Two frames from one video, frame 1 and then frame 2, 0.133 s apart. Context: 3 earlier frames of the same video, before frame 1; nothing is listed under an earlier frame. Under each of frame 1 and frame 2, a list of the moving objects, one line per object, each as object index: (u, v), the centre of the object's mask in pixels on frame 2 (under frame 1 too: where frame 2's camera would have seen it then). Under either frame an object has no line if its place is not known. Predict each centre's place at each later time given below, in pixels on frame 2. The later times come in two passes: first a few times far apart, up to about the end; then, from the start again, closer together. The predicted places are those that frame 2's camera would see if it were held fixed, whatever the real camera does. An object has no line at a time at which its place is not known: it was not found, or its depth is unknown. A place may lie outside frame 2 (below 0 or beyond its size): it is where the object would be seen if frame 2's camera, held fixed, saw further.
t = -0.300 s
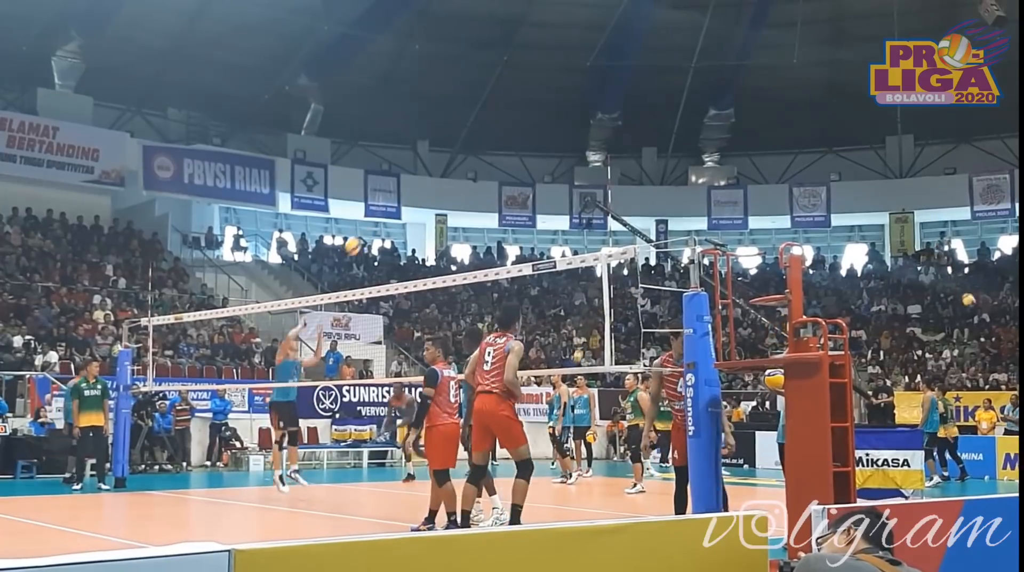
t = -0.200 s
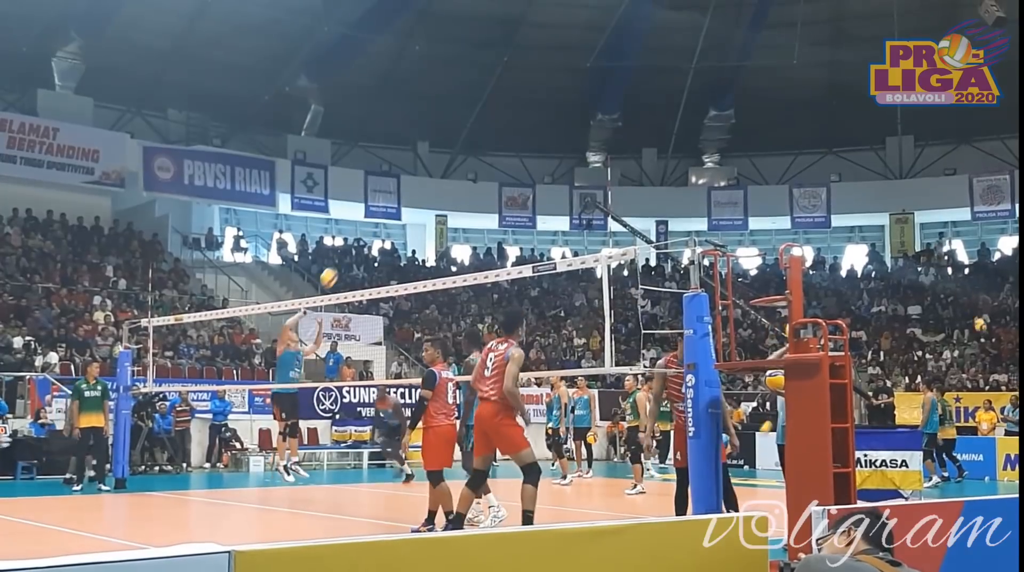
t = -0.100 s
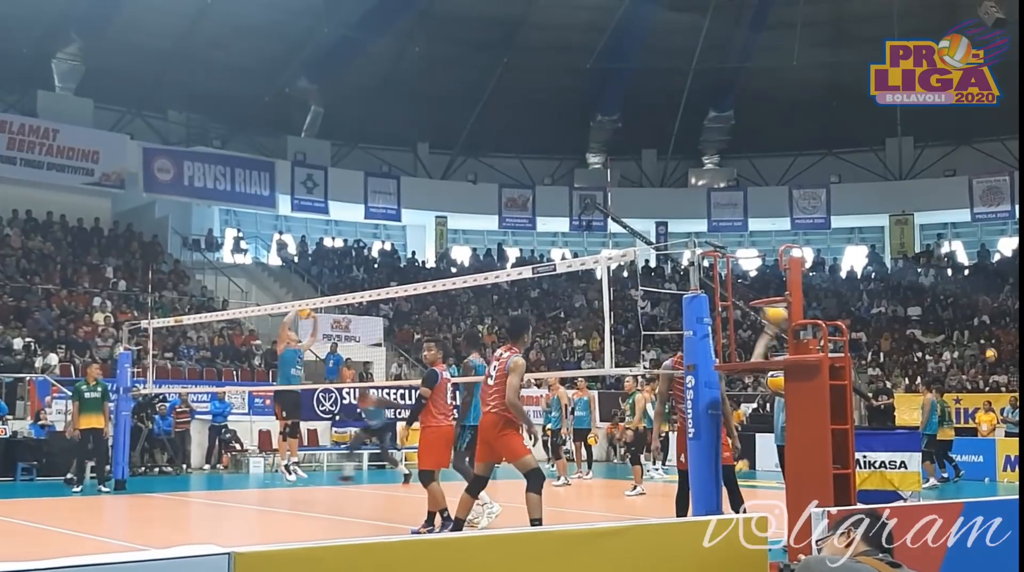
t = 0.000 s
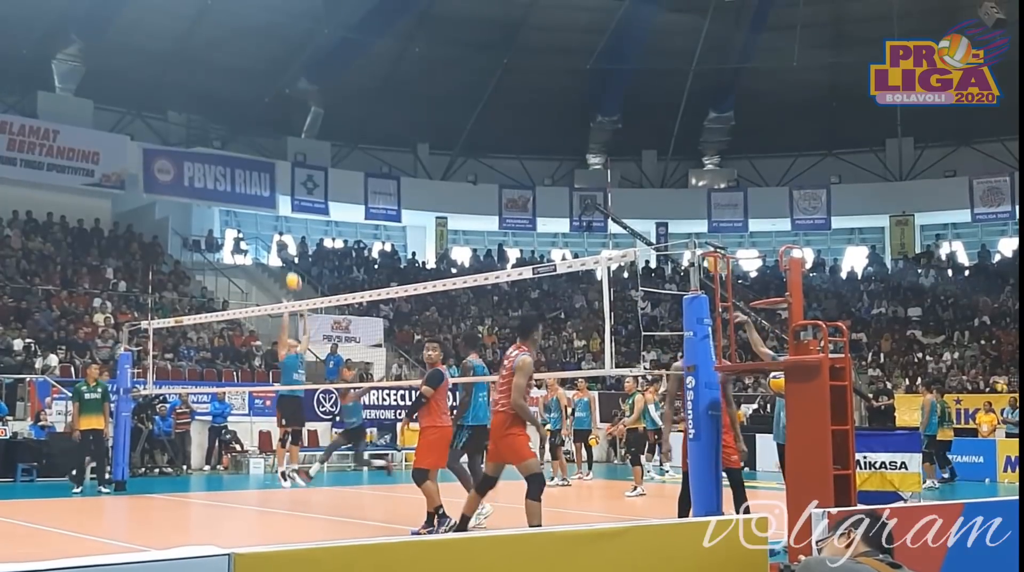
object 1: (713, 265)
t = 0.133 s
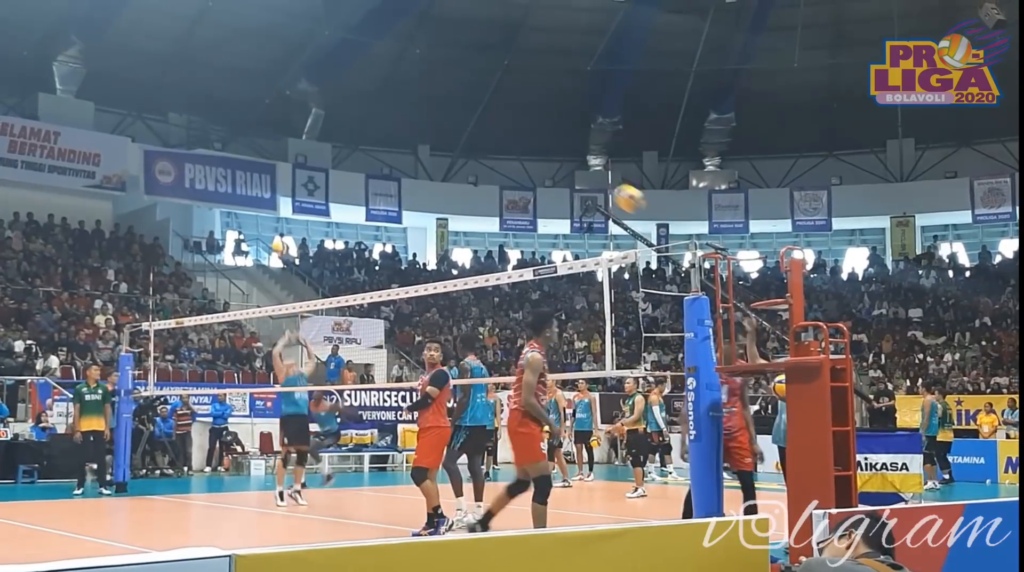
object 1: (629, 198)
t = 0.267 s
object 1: (545, 155)
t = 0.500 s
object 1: (398, 125)
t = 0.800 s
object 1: (204, 174)
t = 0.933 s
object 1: (114, 229)
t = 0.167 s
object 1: (607, 185)
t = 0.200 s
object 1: (586, 175)
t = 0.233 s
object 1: (565, 164)
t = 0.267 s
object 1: (545, 155)
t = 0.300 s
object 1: (524, 147)
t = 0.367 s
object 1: (482, 136)
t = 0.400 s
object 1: (460, 131)
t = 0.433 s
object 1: (440, 128)
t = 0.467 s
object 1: (419, 126)
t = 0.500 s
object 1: (398, 125)
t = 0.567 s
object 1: (355, 128)
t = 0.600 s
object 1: (334, 131)
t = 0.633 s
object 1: (313, 135)
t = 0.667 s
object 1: (291, 141)
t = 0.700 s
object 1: (269, 147)
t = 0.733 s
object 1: (248, 155)
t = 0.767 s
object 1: (227, 163)
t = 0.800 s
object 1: (204, 174)
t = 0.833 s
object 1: (181, 186)
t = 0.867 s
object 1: (159, 198)
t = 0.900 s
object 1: (137, 212)
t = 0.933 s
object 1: (114, 229)
